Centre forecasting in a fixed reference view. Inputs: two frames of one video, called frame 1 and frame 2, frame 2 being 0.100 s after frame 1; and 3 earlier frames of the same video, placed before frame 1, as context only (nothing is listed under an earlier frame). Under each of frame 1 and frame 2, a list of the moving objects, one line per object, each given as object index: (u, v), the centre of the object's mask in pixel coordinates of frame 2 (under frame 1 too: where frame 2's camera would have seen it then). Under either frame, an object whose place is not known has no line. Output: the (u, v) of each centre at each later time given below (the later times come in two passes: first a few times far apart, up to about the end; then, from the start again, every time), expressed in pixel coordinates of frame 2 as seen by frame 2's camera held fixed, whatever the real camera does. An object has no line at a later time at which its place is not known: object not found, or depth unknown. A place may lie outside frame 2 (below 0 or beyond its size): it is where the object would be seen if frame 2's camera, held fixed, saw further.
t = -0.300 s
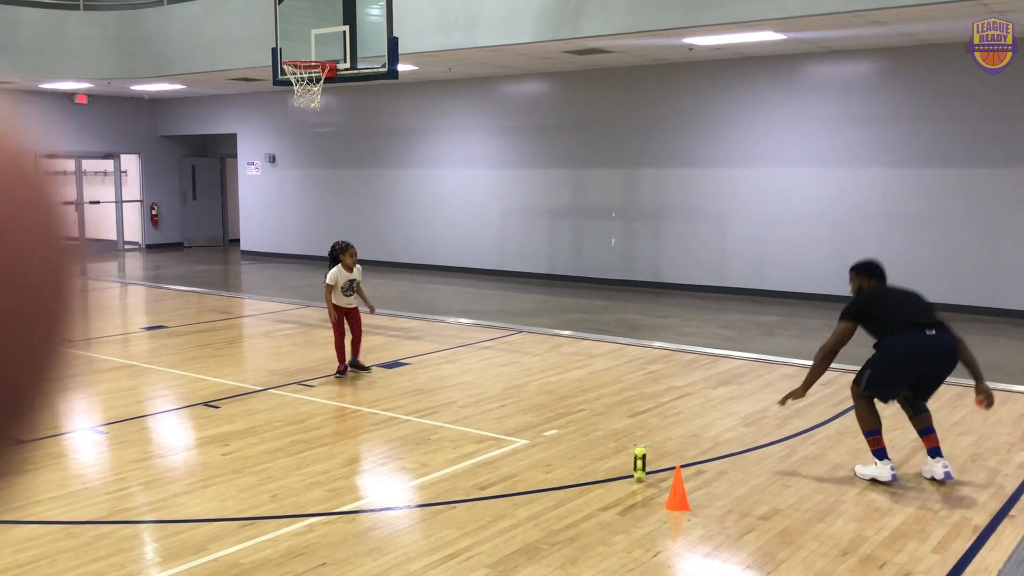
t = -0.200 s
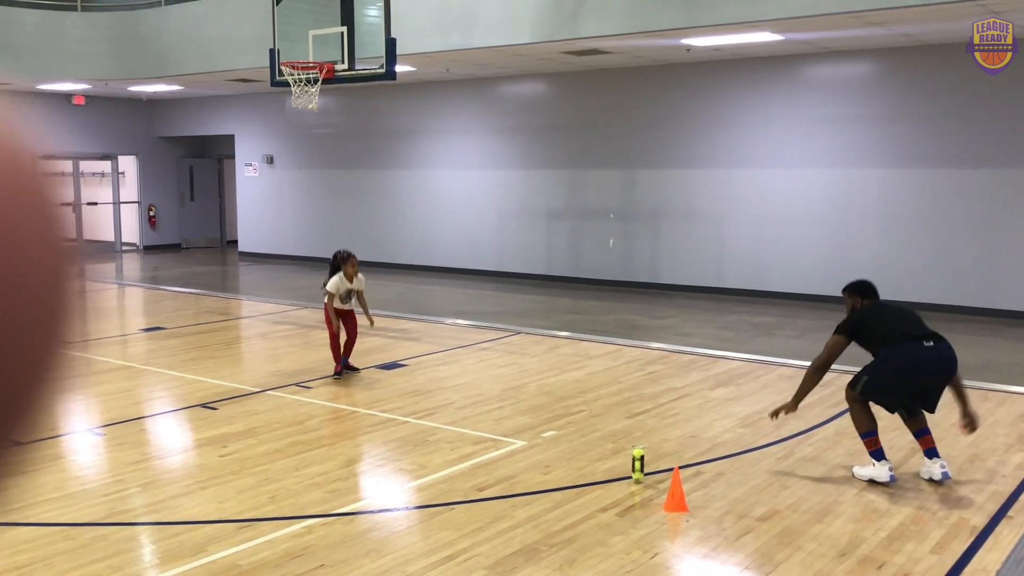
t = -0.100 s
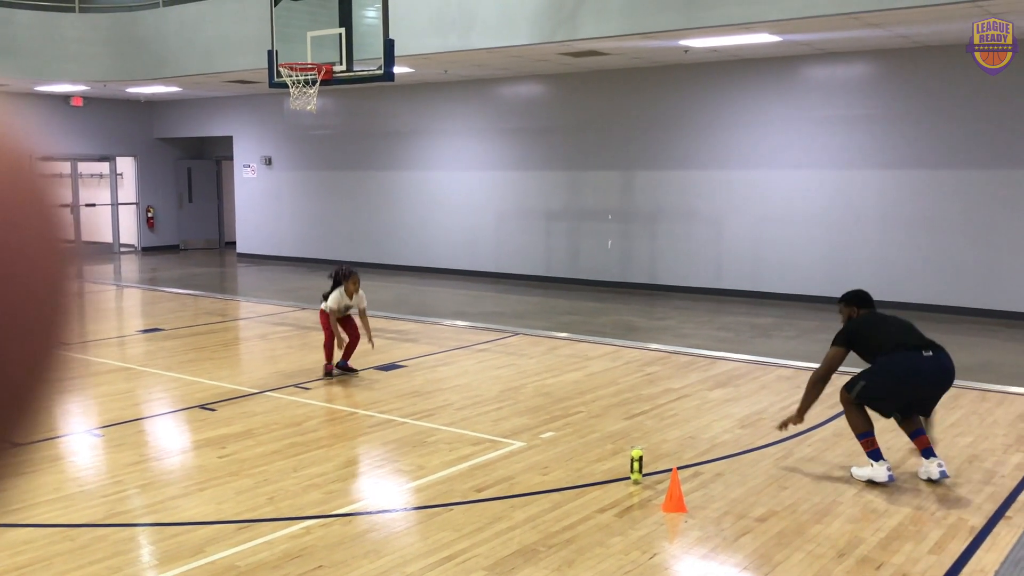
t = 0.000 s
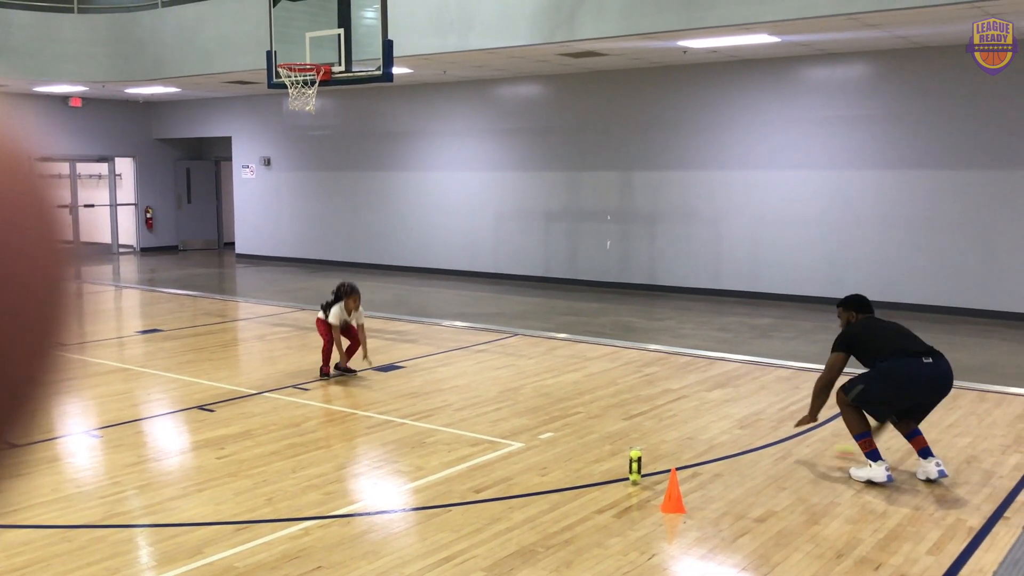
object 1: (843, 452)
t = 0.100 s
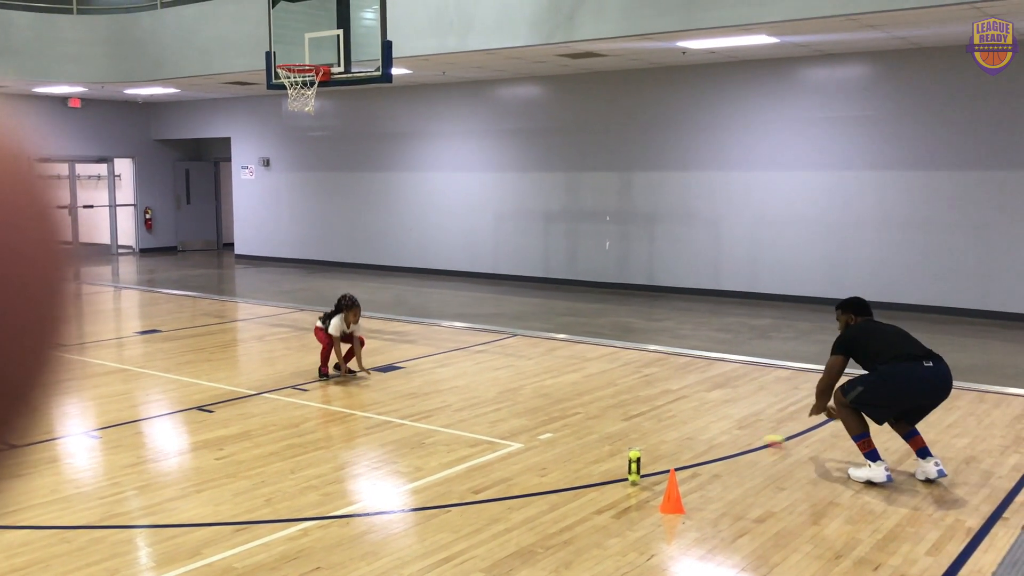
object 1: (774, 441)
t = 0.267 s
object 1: (682, 425)
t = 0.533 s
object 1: (560, 402)
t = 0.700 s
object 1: (496, 392)
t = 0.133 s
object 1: (754, 437)
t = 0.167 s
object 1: (734, 433)
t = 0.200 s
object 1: (716, 432)
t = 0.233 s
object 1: (698, 430)
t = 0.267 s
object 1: (682, 425)
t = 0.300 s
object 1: (664, 423)
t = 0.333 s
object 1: (648, 421)
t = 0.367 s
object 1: (632, 418)
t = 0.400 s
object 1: (616, 415)
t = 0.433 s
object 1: (602, 413)
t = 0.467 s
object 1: (588, 411)
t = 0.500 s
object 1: (573, 407)
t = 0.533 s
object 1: (560, 402)
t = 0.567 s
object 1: (546, 402)
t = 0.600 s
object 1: (533, 402)
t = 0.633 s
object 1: (520, 399)
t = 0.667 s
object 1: (508, 394)
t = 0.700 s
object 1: (496, 392)
